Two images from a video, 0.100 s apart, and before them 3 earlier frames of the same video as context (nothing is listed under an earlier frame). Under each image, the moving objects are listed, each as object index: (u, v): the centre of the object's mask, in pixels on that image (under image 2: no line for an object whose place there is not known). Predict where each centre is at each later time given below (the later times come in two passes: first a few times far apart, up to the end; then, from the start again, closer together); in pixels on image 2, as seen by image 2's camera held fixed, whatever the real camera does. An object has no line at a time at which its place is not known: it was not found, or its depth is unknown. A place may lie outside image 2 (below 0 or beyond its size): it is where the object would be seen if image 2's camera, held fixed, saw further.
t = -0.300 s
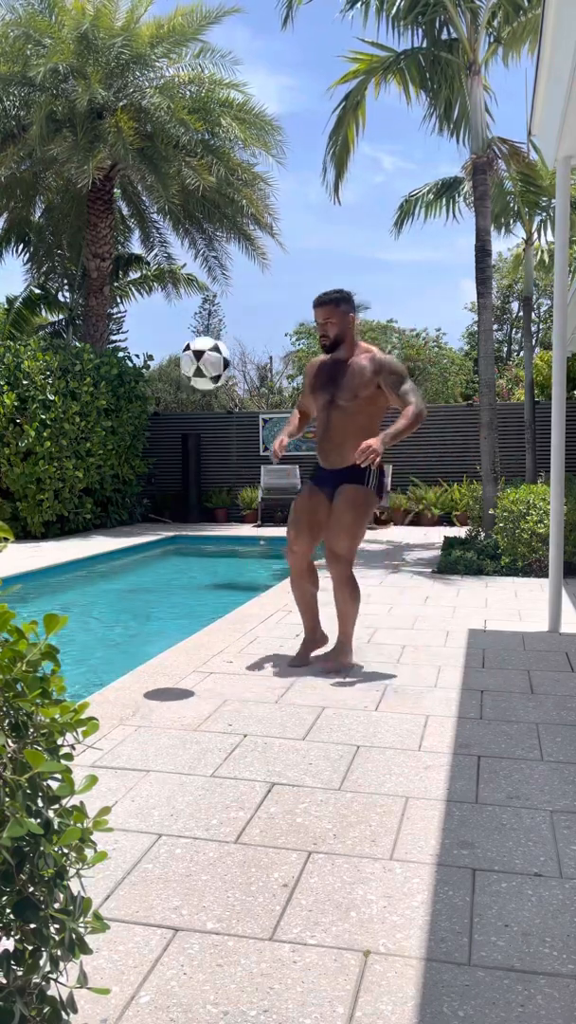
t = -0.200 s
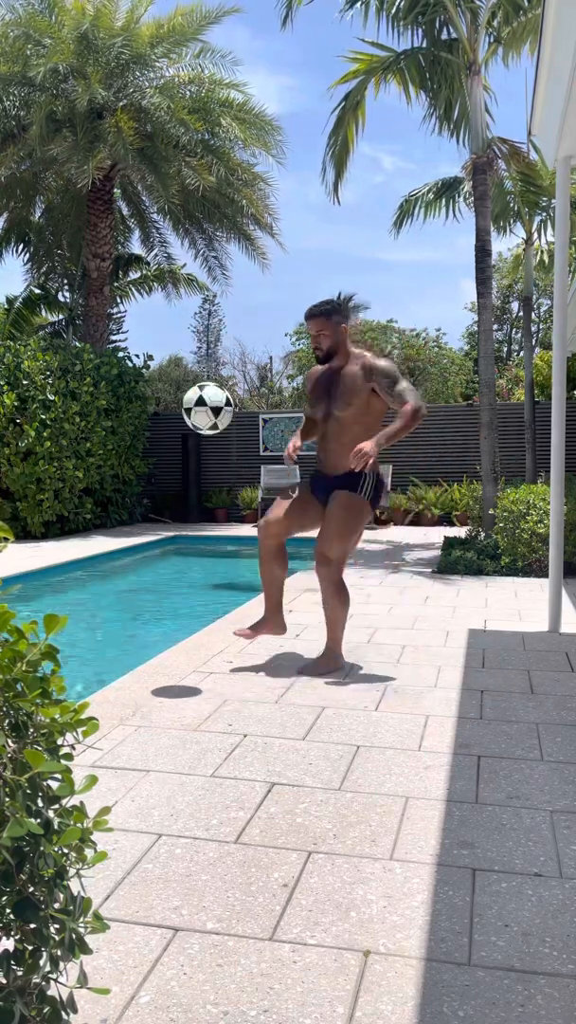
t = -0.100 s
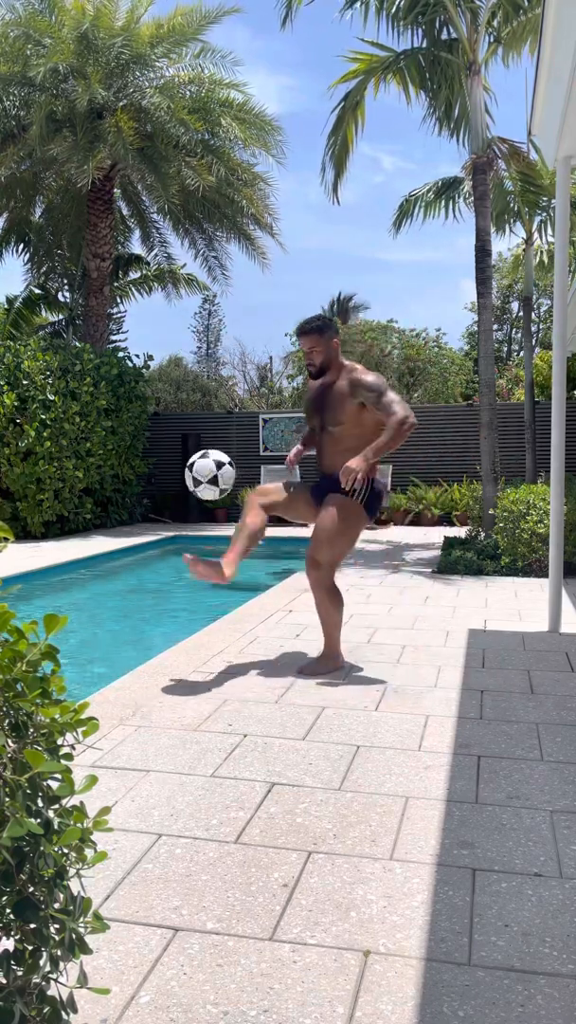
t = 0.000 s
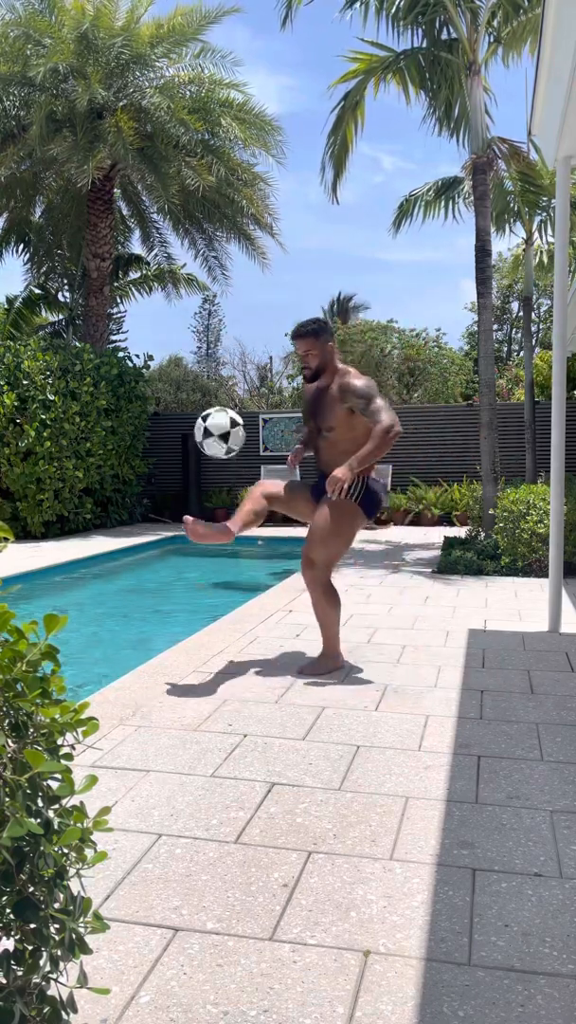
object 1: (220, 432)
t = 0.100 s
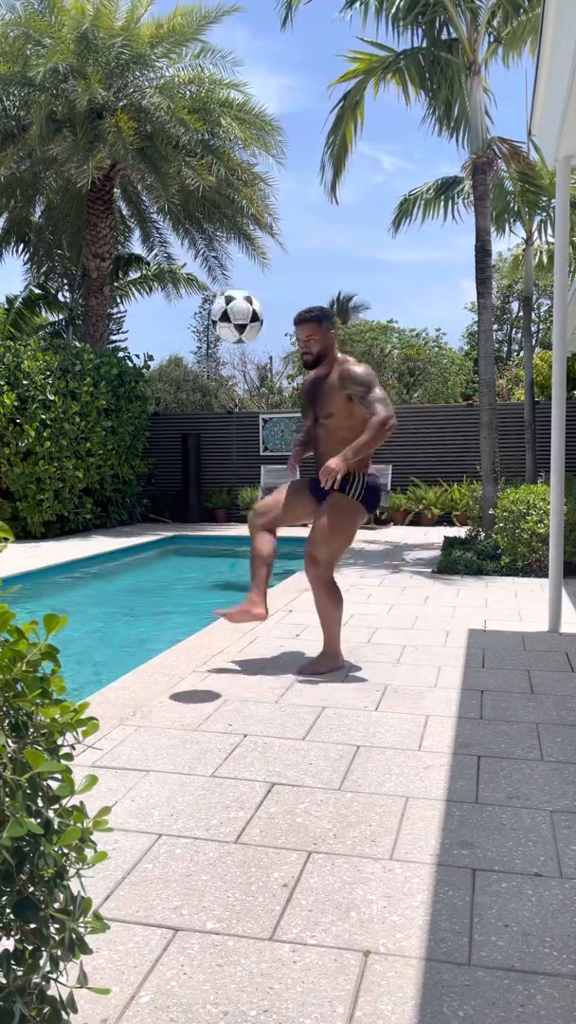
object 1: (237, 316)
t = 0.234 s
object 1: (261, 193)
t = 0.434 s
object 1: (300, 78)
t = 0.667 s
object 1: (349, 78)
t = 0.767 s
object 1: (371, 125)
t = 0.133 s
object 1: (243, 282)
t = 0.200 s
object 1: (255, 220)
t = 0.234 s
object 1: (261, 193)
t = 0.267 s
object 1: (268, 167)
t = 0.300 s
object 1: (274, 143)
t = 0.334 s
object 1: (280, 124)
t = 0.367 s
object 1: (288, 105)
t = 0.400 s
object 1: (294, 90)
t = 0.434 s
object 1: (300, 78)
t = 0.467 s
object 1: (307, 69)
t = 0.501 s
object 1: (314, 63)
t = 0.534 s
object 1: (321, 60)
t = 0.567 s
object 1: (328, 60)
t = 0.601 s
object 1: (335, 62)
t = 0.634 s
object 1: (342, 69)
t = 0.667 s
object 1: (349, 78)
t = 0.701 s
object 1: (356, 89)
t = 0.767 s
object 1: (371, 125)
